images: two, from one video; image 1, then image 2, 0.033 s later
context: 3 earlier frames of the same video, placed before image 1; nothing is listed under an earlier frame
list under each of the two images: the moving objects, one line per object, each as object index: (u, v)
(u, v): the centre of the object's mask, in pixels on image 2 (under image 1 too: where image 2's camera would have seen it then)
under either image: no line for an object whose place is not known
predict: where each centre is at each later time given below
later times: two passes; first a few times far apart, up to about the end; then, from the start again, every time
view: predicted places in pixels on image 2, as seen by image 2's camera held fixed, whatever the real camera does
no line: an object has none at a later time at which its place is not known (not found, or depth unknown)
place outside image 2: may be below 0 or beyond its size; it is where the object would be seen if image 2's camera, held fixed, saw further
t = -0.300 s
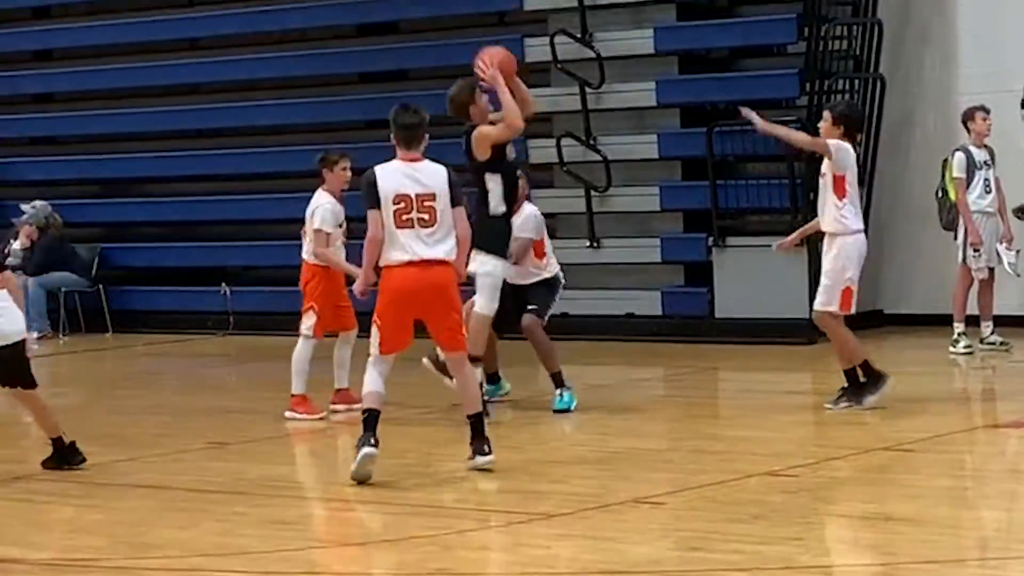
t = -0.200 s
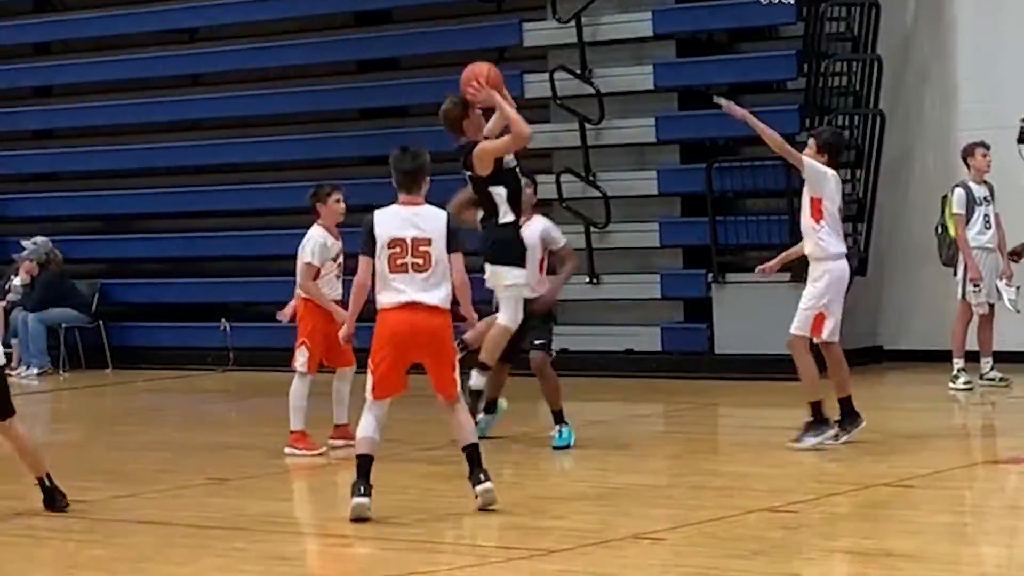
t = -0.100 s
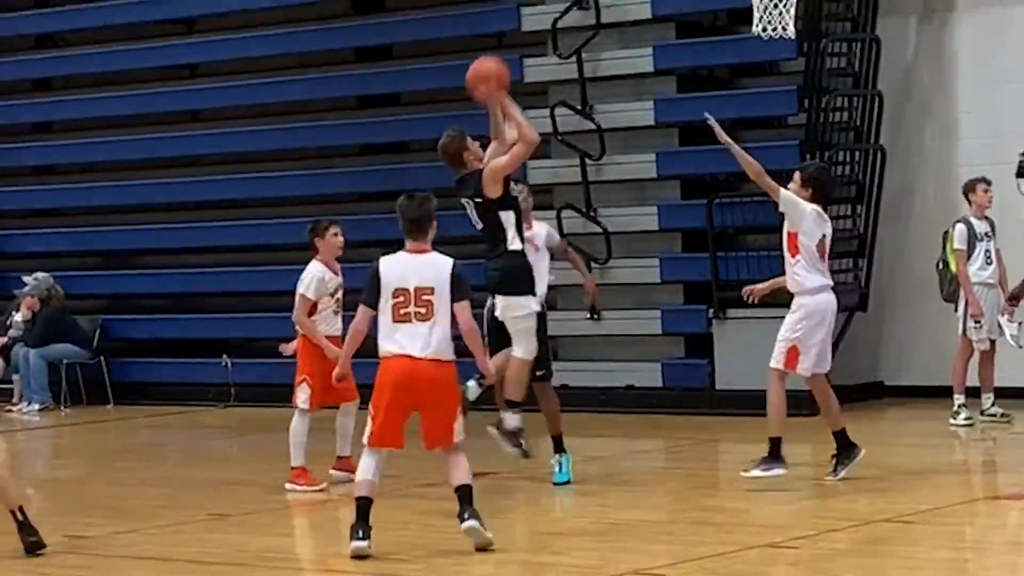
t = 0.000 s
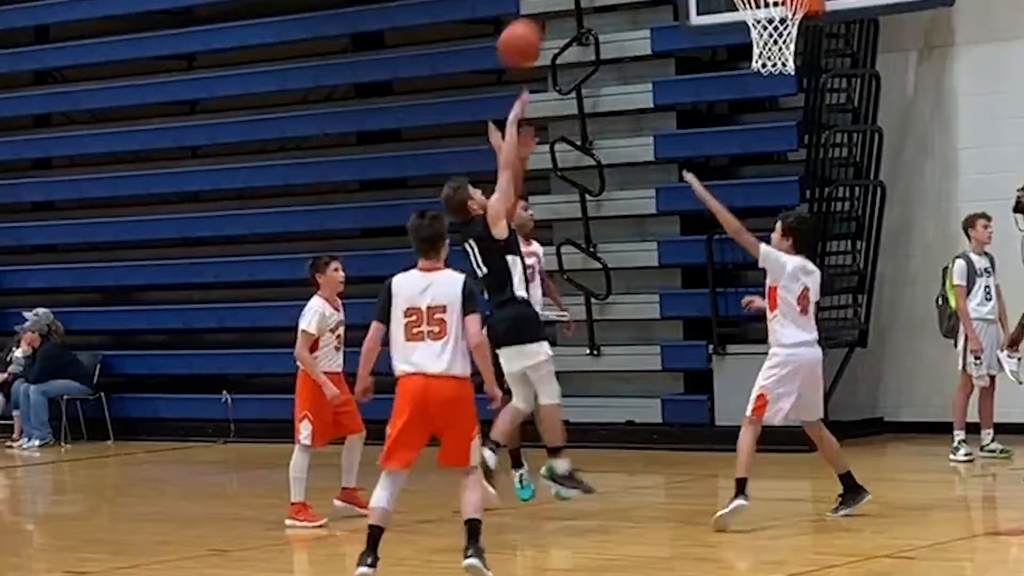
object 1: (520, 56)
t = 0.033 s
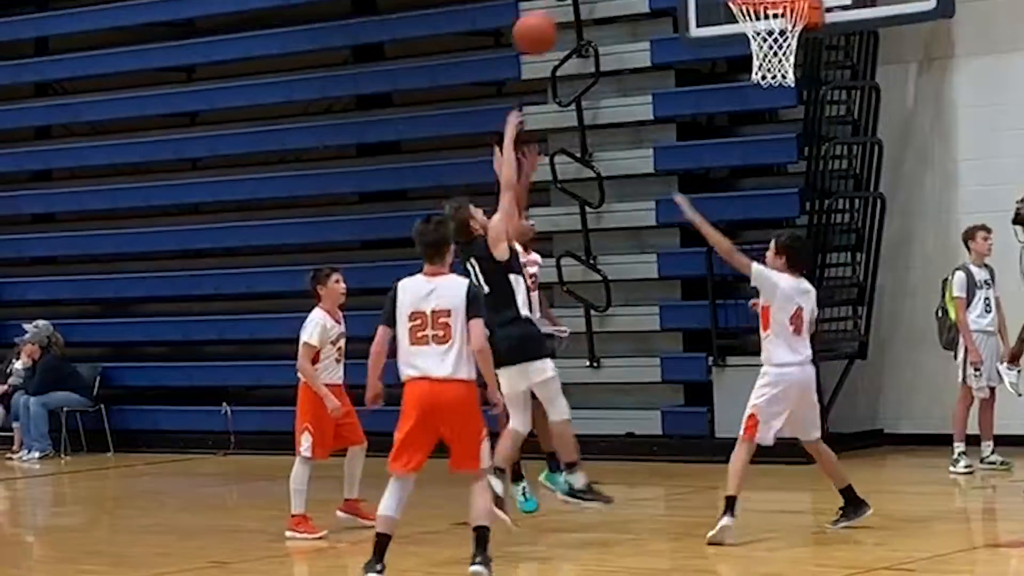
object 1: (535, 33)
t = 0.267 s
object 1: (642, -72)
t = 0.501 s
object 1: (746, -73)
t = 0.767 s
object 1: (802, -73)
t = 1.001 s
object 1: (793, -85)
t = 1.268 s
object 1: (785, -48)
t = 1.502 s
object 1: (780, -69)
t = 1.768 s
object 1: (776, 23)
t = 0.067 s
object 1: (550, 12)
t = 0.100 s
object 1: (565, -7)
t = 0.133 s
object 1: (579, -22)
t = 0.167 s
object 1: (595, -36)
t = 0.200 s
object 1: (610, -48)
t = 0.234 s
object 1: (626, -60)
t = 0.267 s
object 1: (642, -72)
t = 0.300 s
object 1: (656, -80)
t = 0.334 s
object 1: (670, -83)
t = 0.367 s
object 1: (686, -84)
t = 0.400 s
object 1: (701, -85)
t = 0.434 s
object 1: (717, -82)
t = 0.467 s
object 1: (731, -79)
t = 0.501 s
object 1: (746, -73)
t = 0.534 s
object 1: (760, -66)
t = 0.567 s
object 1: (776, -56)
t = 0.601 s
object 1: (792, -44)
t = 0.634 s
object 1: (806, -32)
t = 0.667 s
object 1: (807, -38)
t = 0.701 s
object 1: (806, -51)
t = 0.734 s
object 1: (804, -64)
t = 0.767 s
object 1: (802, -73)
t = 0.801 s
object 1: (801, -81)
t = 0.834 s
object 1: (800, -85)
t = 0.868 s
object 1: (798, -88)
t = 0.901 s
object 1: (797, -89)
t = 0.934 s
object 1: (796, -89)
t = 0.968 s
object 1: (794, -88)
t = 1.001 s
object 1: (793, -85)
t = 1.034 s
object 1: (792, -80)
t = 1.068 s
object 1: (791, -72)
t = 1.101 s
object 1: (789, -63)
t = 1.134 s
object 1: (788, -49)
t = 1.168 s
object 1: (788, -37)
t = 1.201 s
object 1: (787, -30)
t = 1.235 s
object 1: (786, -37)
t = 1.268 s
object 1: (785, -48)
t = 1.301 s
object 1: (784, -56)
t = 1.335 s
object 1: (783, -64)
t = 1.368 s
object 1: (782, -68)
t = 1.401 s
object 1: (782, -71)
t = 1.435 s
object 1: (782, -72)
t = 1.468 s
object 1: (781, -71)
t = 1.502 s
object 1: (780, -69)
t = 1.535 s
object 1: (779, -64)
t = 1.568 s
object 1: (779, -57)
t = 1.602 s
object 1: (778, -48)
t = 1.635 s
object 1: (778, -37)
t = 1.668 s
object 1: (778, -29)
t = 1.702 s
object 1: (777, -12)
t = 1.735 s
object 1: (777, 6)
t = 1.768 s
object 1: (776, 23)
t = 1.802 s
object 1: (776, 45)
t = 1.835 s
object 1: (776, 61)
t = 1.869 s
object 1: (778, 89)
